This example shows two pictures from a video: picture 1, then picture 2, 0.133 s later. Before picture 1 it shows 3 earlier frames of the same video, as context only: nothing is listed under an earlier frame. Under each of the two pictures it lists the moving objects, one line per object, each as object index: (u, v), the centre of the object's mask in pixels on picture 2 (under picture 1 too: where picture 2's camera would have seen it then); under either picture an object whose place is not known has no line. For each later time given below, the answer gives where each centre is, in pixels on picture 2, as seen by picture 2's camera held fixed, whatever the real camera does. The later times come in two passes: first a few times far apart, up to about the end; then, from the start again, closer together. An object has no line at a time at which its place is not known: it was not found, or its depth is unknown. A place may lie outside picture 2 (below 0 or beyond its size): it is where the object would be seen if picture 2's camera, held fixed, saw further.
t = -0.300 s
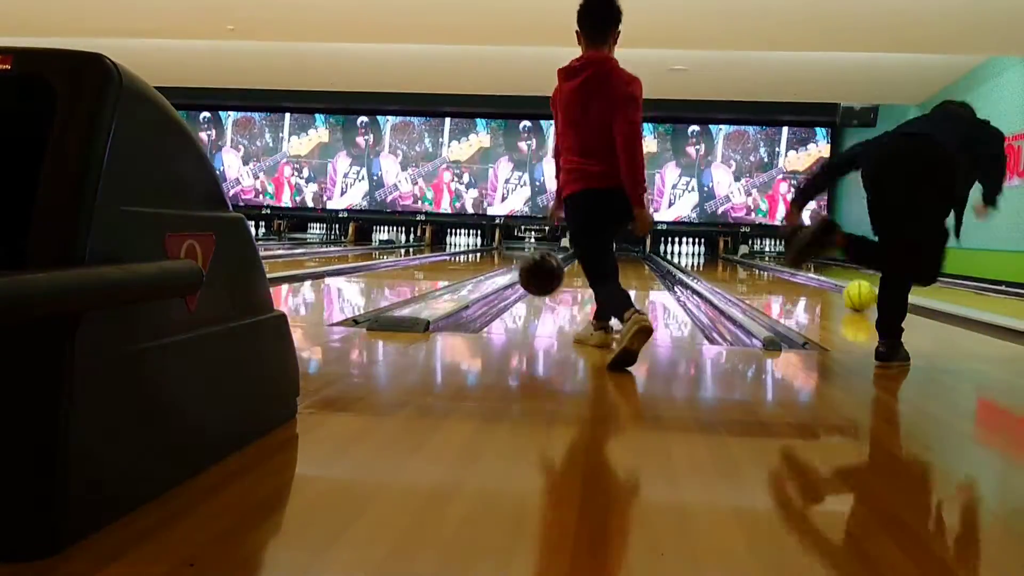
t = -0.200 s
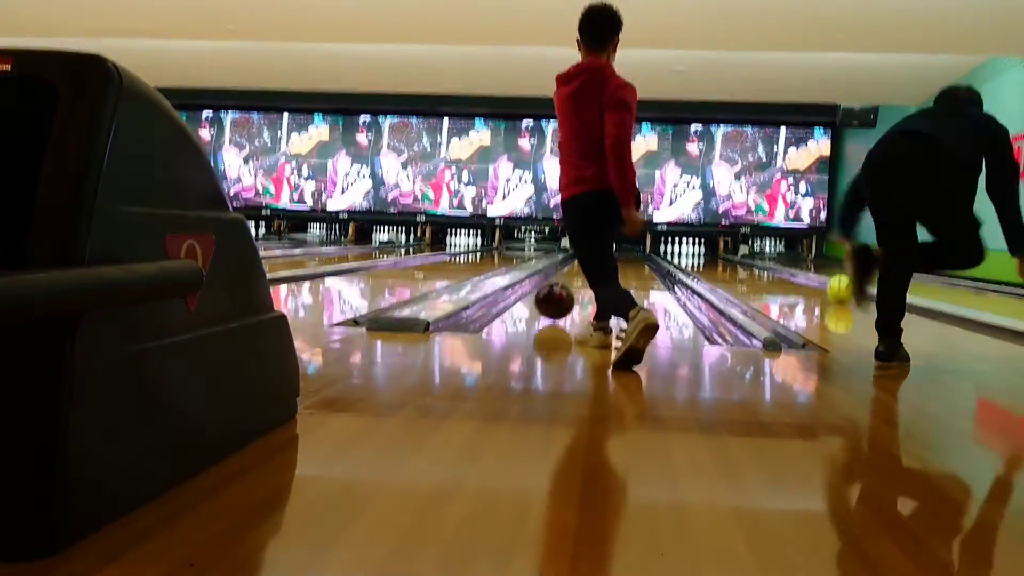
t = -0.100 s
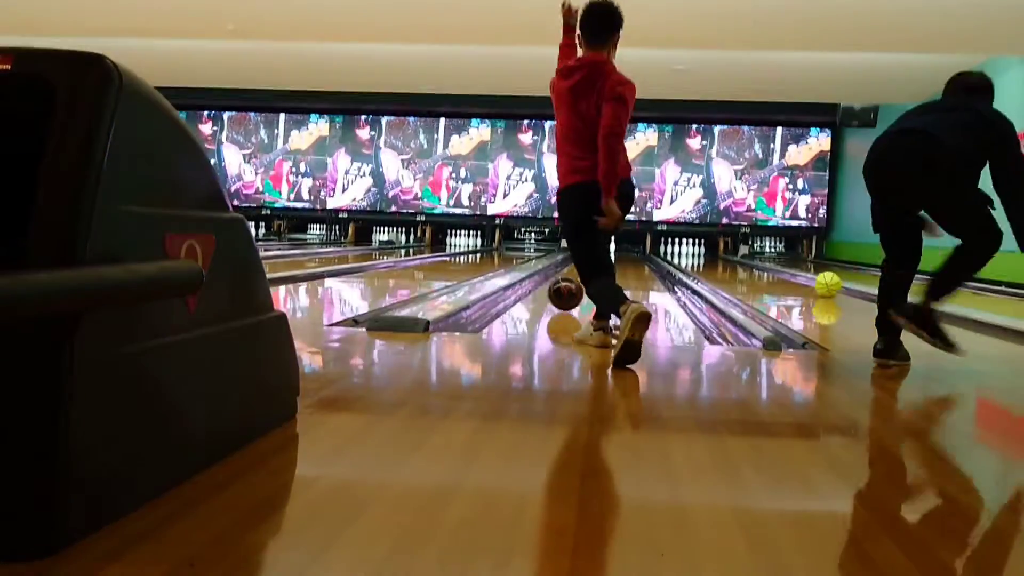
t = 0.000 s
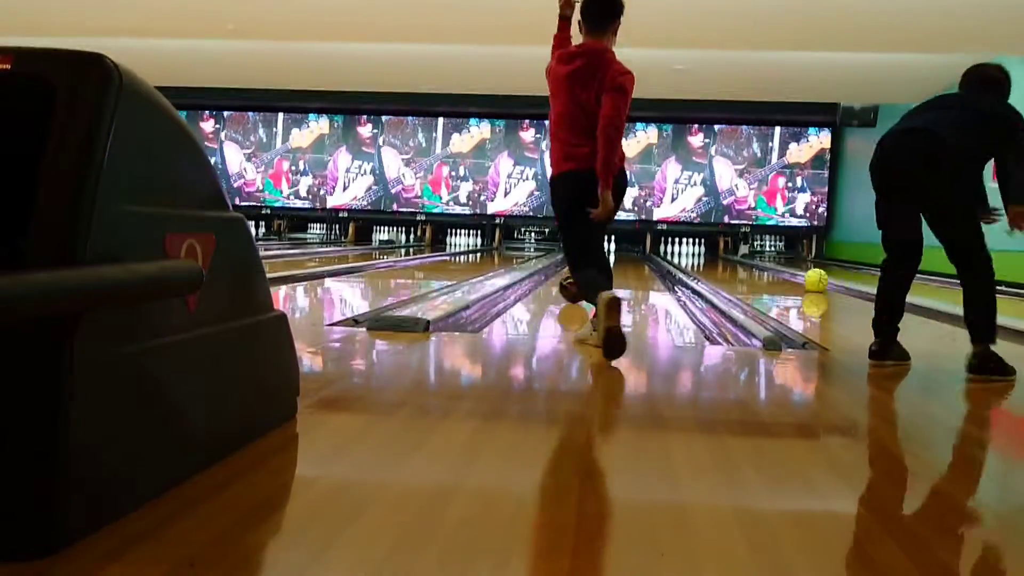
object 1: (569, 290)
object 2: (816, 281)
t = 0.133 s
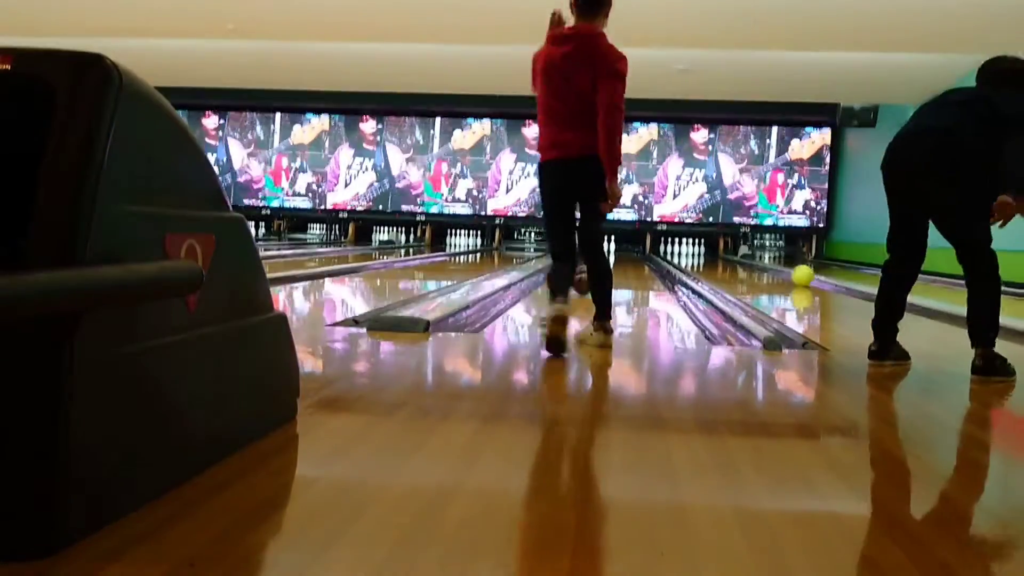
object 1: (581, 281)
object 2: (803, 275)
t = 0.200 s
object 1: (582, 278)
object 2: (796, 274)
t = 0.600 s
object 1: (604, 266)
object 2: (775, 266)
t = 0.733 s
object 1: (607, 264)
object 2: (770, 268)
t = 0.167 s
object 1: (581, 279)
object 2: (799, 274)
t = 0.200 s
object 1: (582, 278)
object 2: (796, 274)
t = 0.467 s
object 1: (602, 269)
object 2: (780, 268)
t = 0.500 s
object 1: (601, 268)
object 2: (778, 267)
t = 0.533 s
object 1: (602, 267)
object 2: (776, 266)
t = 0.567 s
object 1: (603, 267)
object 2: (775, 266)
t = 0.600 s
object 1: (604, 266)
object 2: (775, 266)
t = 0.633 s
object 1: (605, 265)
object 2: (773, 266)
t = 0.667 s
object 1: (606, 265)
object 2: (772, 267)
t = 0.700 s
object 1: (606, 264)
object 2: (771, 267)
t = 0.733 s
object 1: (607, 264)
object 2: (770, 268)
